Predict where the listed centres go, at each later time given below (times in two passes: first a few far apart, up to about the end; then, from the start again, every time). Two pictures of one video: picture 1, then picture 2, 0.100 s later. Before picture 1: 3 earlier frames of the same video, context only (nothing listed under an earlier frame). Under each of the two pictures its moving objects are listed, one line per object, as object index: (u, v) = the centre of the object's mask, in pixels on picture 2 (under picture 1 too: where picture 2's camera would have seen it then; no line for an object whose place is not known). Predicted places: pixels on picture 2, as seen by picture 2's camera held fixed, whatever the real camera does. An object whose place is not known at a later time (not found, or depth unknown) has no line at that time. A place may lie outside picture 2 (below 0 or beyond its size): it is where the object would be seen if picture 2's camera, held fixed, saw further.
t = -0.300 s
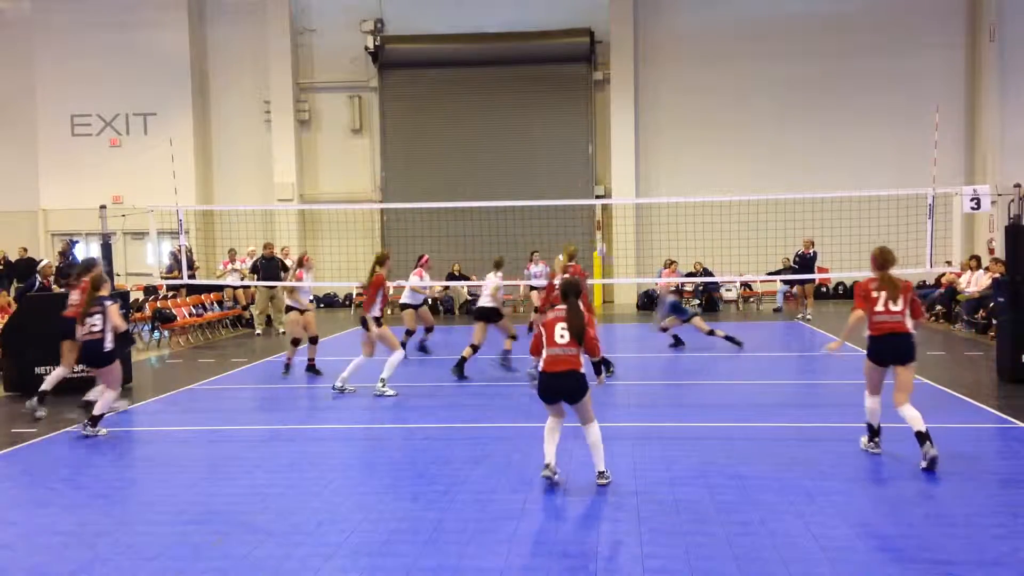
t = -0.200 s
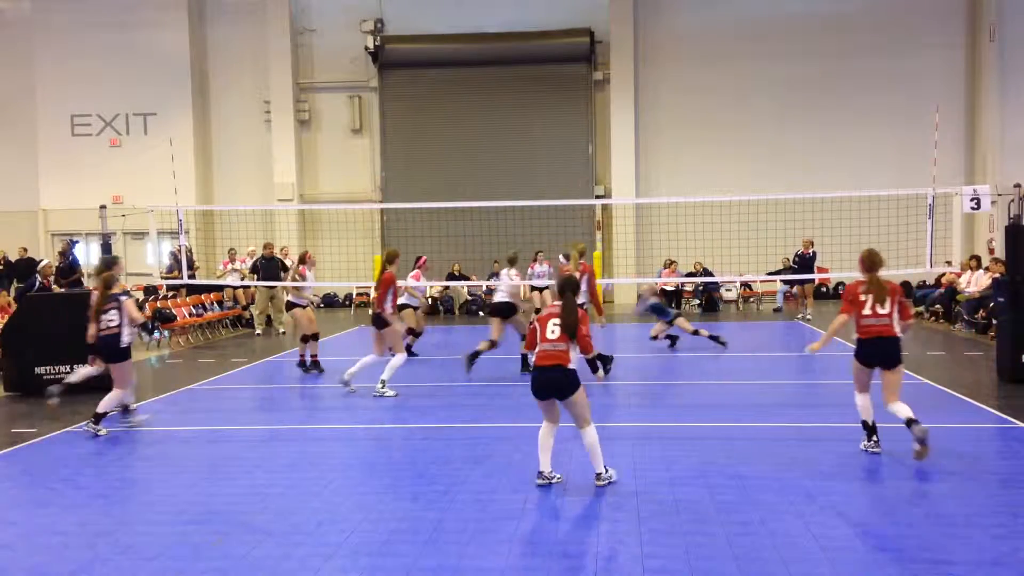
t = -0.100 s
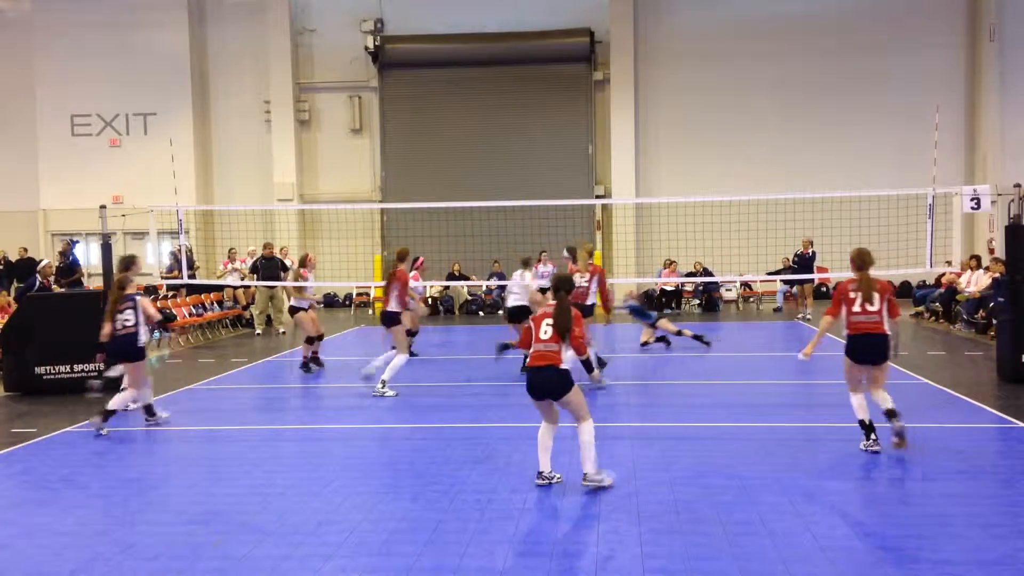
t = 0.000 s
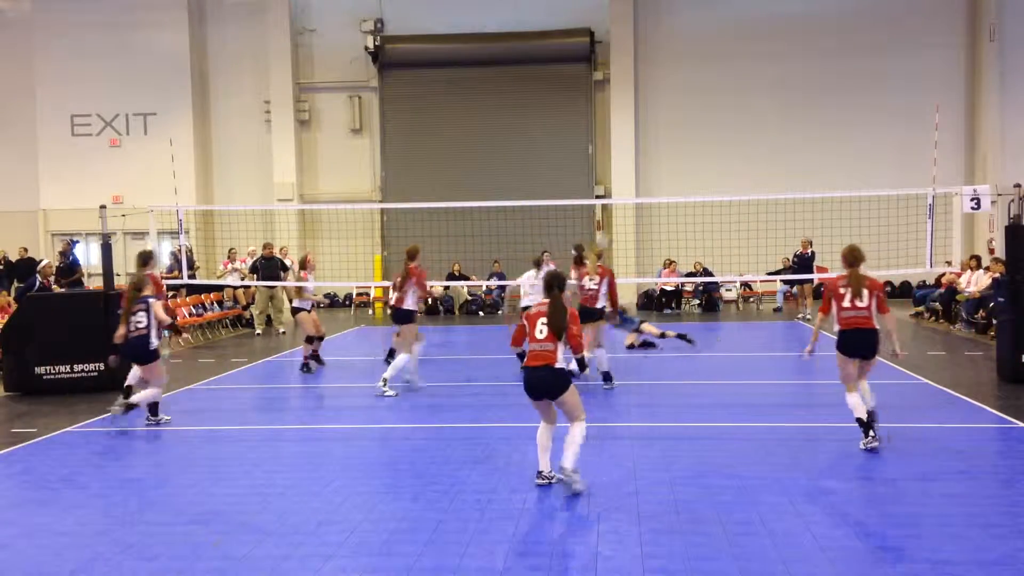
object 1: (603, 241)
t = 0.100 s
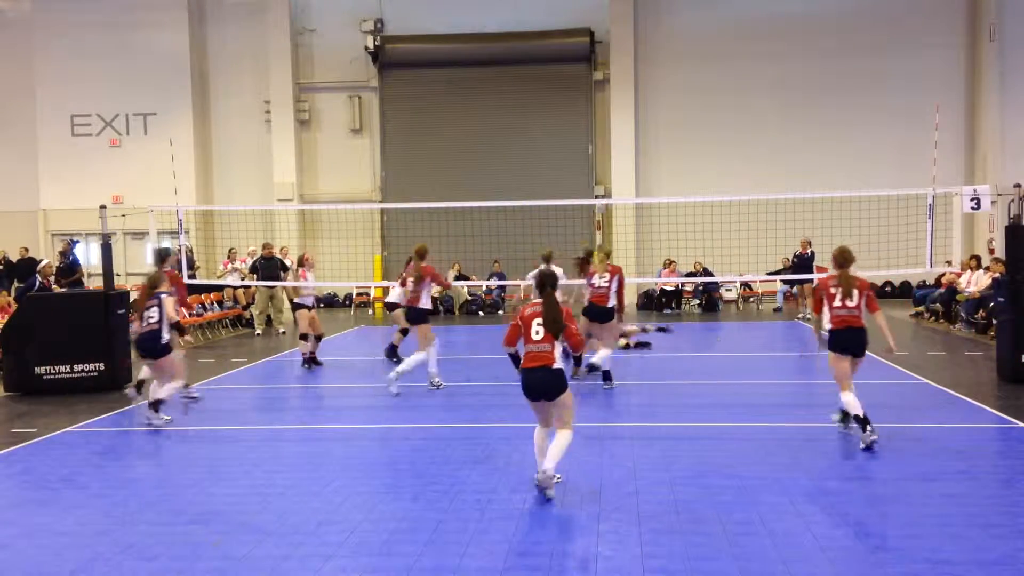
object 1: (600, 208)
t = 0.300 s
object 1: (594, 148)
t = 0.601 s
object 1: (589, 111)
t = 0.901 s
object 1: (585, 130)
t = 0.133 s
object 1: (599, 192)
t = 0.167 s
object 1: (598, 183)
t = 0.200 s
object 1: (597, 177)
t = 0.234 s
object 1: (595, 163)
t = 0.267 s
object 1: (595, 156)
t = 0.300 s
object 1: (594, 148)
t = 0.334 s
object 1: (594, 142)
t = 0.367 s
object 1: (593, 136)
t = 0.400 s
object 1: (592, 129)
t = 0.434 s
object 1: (591, 124)
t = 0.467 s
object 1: (591, 120)
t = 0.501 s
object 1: (590, 116)
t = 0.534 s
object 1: (590, 113)
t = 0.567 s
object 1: (590, 110)
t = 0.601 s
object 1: (589, 111)
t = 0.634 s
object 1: (589, 108)
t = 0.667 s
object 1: (588, 108)
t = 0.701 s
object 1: (588, 109)
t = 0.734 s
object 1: (588, 110)
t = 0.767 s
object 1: (587, 112)
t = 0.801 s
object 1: (587, 116)
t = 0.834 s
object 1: (586, 119)
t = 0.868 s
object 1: (586, 125)
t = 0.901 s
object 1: (585, 130)
